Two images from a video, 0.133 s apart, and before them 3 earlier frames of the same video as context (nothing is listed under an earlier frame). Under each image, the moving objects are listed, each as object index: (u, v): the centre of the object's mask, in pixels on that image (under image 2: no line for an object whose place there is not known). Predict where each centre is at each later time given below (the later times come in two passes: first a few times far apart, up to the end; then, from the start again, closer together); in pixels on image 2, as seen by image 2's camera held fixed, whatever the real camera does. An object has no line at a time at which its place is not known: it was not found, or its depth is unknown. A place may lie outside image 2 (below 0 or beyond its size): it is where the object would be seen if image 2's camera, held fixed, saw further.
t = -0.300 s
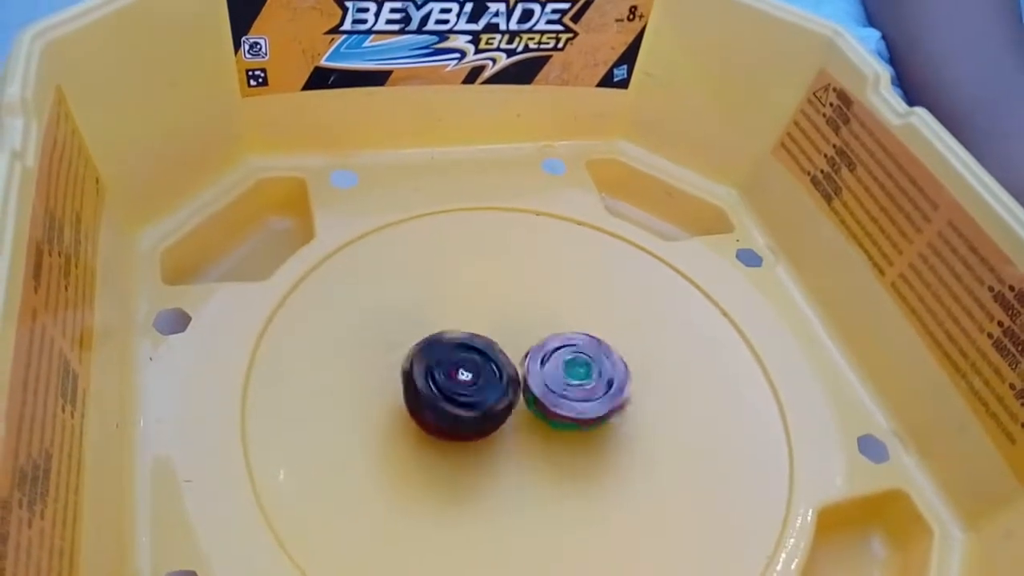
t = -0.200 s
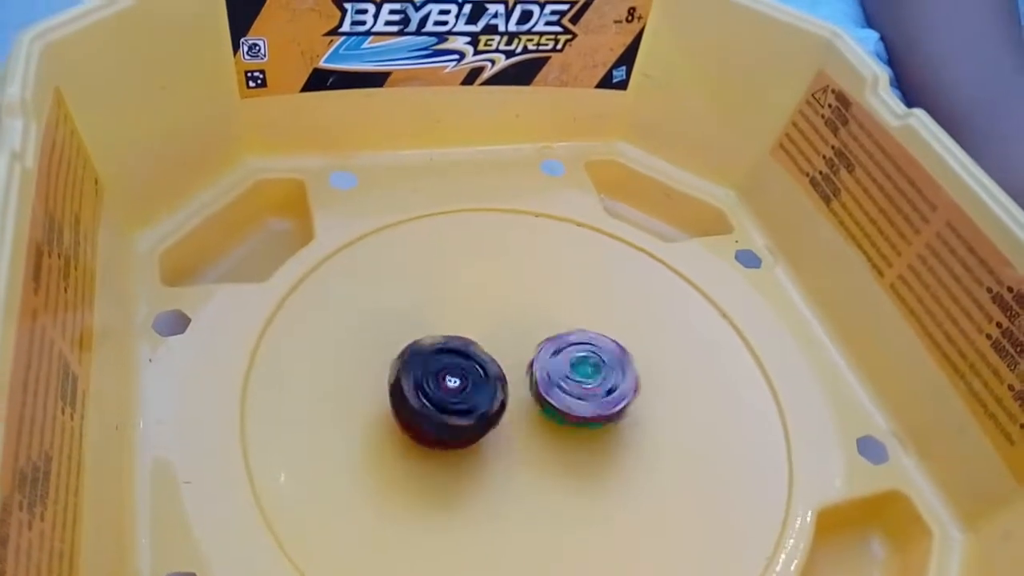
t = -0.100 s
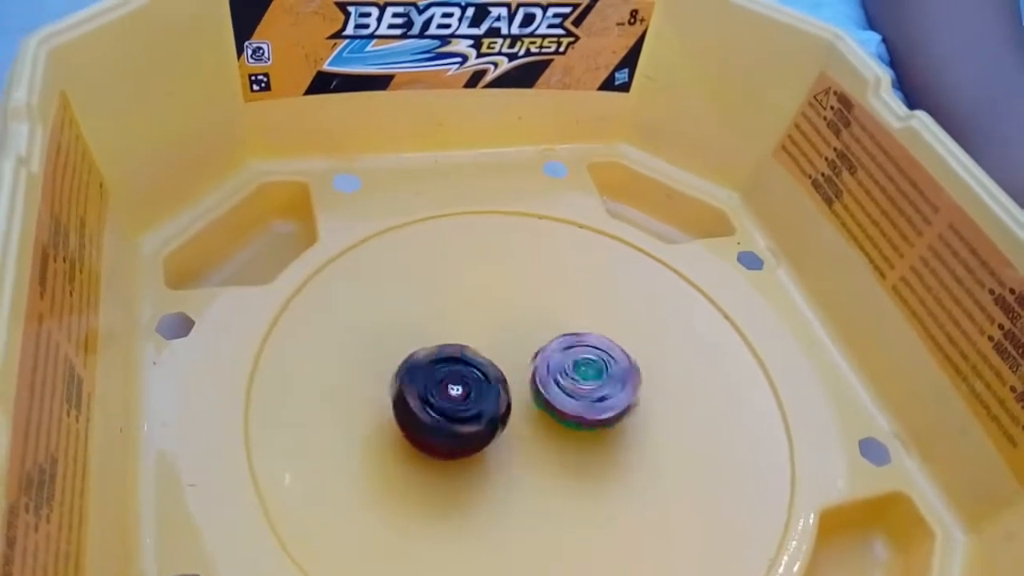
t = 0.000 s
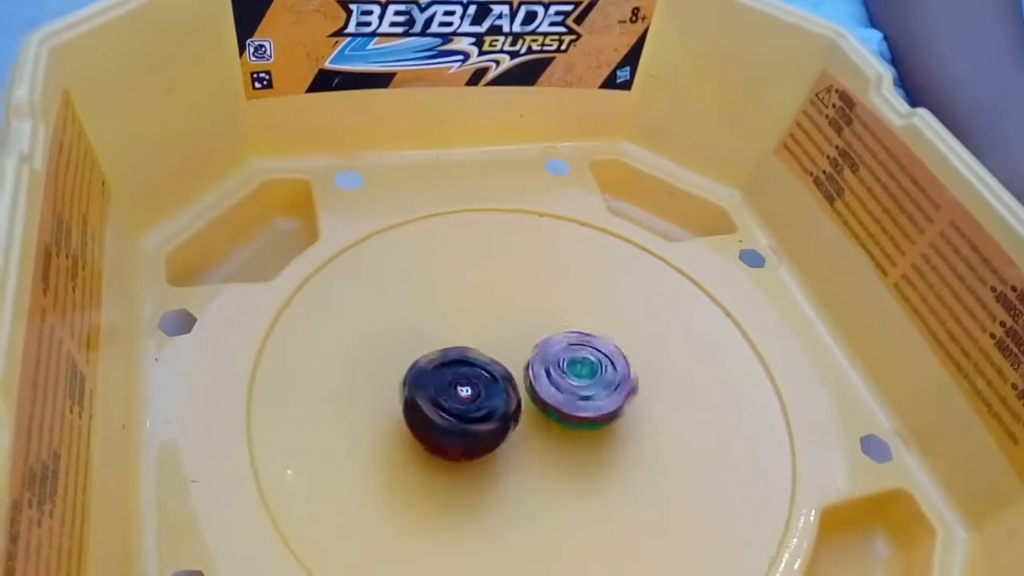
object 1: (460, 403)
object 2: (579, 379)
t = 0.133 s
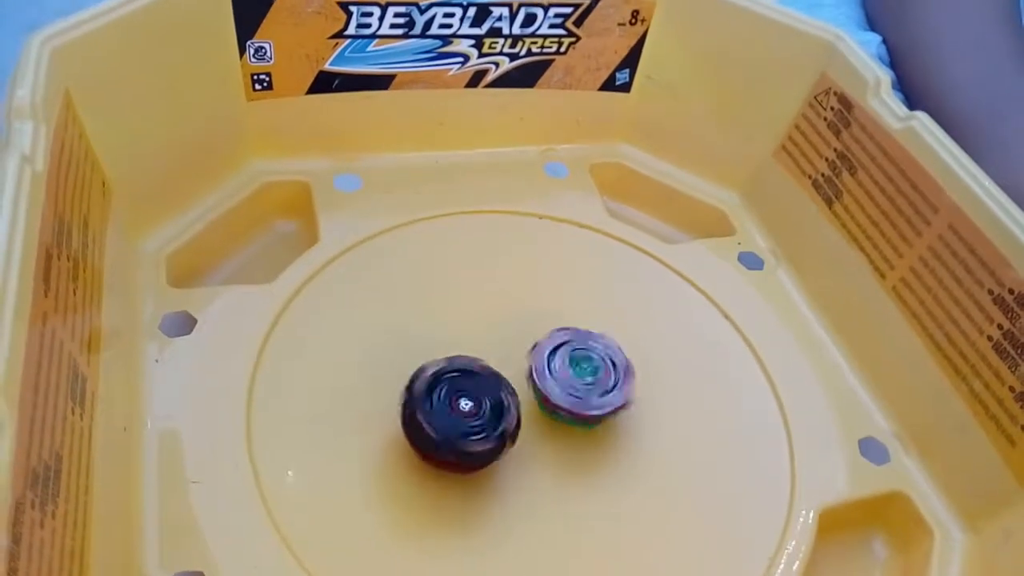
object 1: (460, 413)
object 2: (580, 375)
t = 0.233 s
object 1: (450, 419)
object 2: (587, 369)
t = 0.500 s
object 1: (475, 428)
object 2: (582, 368)
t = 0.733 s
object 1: (485, 428)
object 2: (569, 359)
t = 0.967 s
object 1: (481, 428)
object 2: (561, 340)
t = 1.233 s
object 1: (493, 419)
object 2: (559, 340)
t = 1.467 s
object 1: (488, 427)
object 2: (550, 340)
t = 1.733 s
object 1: (492, 452)
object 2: (539, 335)
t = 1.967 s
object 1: (509, 454)
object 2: (537, 326)
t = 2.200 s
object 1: (526, 441)
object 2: (538, 332)
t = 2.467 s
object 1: (518, 429)
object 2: (527, 332)
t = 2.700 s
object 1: (514, 440)
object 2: (520, 334)
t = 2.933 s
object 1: (528, 455)
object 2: (512, 335)
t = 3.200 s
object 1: (547, 440)
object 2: (501, 341)
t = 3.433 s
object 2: (491, 335)
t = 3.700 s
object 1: (562, 421)
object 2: (494, 334)
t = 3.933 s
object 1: (584, 428)
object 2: (489, 338)
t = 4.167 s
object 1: (585, 416)
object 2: (487, 349)
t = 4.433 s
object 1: (566, 414)
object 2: (473, 348)
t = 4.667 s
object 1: (569, 424)
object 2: (472, 352)
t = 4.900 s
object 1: (585, 425)
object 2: (471, 366)
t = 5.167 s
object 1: (576, 414)
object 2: (461, 369)
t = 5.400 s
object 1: (580, 410)
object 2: (457, 369)
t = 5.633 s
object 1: (589, 401)
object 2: (457, 362)
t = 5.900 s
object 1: (590, 406)
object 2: (453, 374)
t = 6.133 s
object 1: (581, 407)
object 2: (458, 387)
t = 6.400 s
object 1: (585, 404)
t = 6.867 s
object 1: (576, 387)
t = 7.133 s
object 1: (579, 384)
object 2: (462, 416)
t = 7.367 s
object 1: (576, 374)
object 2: (466, 413)
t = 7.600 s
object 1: (567, 374)
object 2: (457, 409)
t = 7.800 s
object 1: (558, 378)
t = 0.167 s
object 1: (454, 416)
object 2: (586, 372)
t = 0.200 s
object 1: (452, 417)
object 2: (587, 370)
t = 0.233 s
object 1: (450, 419)
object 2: (587, 369)
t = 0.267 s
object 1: (450, 421)
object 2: (590, 367)
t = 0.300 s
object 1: (452, 423)
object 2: (589, 365)
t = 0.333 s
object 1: (453, 426)
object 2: (588, 365)
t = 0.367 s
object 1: (456, 427)
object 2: (588, 365)
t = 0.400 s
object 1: (460, 428)
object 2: (587, 366)
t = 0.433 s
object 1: (464, 429)
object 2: (586, 367)
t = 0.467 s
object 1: (469, 429)
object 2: (584, 368)
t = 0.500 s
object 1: (475, 428)
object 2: (582, 368)
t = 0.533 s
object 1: (480, 426)
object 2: (579, 369)
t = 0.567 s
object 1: (486, 424)
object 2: (577, 369)
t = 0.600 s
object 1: (487, 427)
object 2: (575, 366)
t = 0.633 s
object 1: (489, 427)
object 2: (574, 366)
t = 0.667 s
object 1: (487, 427)
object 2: (572, 364)
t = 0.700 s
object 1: (485, 429)
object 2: (570, 361)
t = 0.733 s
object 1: (485, 428)
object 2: (569, 359)
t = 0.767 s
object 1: (485, 427)
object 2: (567, 357)
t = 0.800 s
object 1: (485, 426)
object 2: (563, 355)
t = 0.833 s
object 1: (488, 426)
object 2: (562, 354)
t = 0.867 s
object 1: (487, 424)
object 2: (560, 353)
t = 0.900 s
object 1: (484, 426)
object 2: (560, 350)
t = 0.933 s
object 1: (482, 429)
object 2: (562, 345)
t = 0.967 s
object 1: (481, 428)
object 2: (561, 340)
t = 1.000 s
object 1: (480, 428)
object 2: (561, 338)
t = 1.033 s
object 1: (481, 429)
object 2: (563, 337)
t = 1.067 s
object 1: (483, 428)
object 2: (562, 335)
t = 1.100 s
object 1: (484, 427)
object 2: (562, 335)
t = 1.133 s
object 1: (486, 425)
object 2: (562, 337)
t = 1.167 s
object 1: (489, 424)
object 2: (562, 338)
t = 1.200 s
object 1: (490, 422)
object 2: (560, 338)
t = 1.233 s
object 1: (493, 419)
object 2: (559, 340)
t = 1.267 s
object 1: (495, 415)
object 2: (558, 341)
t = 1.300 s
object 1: (495, 415)
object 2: (558, 341)
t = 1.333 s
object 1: (497, 416)
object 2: (557, 340)
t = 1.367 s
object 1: (494, 419)
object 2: (555, 338)
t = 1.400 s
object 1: (494, 423)
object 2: (554, 338)
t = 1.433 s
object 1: (490, 423)
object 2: (552, 339)
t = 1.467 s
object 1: (488, 427)
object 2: (550, 340)
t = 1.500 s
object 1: (487, 430)
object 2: (548, 340)
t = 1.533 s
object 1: (487, 431)
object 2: (545, 340)
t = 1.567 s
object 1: (487, 434)
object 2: (542, 342)
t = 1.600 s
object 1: (489, 435)
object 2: (541, 343)
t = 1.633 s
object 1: (491, 435)
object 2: (538, 345)
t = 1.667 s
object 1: (493, 436)
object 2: (534, 346)
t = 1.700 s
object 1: (492, 445)
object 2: (536, 341)
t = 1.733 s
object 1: (492, 452)
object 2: (539, 335)
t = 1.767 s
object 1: (491, 453)
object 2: (537, 332)
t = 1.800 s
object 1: (492, 456)
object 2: (537, 329)
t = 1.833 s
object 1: (495, 457)
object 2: (538, 326)
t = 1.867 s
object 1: (500, 457)
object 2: (538, 327)
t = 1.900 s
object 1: (502, 457)
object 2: (538, 326)
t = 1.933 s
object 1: (506, 456)
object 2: (536, 326)
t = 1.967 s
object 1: (509, 454)
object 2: (537, 326)
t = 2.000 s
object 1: (514, 452)
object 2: (536, 327)
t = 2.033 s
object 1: (518, 448)
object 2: (537, 329)
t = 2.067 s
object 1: (520, 444)
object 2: (537, 331)
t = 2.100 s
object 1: (524, 438)
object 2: (536, 335)
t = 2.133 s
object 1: (525, 432)
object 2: (535, 335)
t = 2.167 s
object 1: (527, 438)
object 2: (536, 332)
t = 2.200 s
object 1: (526, 441)
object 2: (538, 332)
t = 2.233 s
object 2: (534, 332)
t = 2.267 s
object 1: (524, 438)
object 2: (534, 331)
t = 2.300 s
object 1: (523, 437)
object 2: (533, 331)
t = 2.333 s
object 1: (523, 436)
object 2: (532, 332)
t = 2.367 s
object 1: (521, 431)
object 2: (529, 331)
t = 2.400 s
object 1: (519, 429)
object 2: (530, 332)
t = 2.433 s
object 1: (519, 431)
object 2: (529, 332)
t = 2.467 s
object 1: (518, 429)
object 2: (527, 332)
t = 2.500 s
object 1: (515, 434)
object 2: (525, 331)
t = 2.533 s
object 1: (516, 435)
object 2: (526, 332)
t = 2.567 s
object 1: (512, 436)
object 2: (524, 331)
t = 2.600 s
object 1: (512, 438)
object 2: (523, 332)
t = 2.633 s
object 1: (513, 439)
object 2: (523, 331)
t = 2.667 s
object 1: (513, 439)
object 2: (523, 334)
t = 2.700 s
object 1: (514, 440)
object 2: (520, 334)
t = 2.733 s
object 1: (515, 438)
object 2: (519, 337)
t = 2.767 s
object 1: (516, 437)
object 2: (519, 338)
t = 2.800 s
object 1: (520, 445)
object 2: (517, 335)
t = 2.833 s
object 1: (522, 450)
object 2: (518, 333)
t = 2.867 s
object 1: (522, 452)
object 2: (517, 336)
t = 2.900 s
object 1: (525, 454)
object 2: (513, 335)
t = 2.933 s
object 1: (528, 455)
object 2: (512, 335)
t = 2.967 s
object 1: (532, 455)
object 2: (512, 336)
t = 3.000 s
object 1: (533, 454)
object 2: (510, 339)
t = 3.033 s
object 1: (537, 453)
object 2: (507, 338)
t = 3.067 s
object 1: (539, 449)
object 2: (507, 340)
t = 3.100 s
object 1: (542, 446)
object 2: (506, 342)
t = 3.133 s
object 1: (543, 446)
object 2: (503, 342)
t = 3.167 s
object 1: (546, 444)
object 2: (501, 340)
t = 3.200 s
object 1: (547, 440)
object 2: (501, 341)
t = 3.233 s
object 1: (546, 437)
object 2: (498, 341)
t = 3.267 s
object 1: (548, 436)
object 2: (495, 339)
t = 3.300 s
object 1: (549, 432)
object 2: (495, 338)
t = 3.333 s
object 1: (552, 431)
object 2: (492, 336)
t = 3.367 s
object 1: (553, 429)
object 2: (490, 335)
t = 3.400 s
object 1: (553, 428)
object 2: (491, 334)
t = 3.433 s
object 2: (491, 335)
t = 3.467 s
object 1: (556, 424)
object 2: (491, 334)
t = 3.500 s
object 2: (490, 333)
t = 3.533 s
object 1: (561, 426)
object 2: (490, 330)
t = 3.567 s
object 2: (491, 331)
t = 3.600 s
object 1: (561, 424)
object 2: (491, 332)
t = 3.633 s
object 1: (561, 424)
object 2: (490, 333)
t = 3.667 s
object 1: (561, 422)
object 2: (493, 333)
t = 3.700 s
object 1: (562, 421)
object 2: (494, 334)
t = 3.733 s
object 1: (564, 421)
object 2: (494, 333)
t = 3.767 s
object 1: (567, 422)
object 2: (493, 334)
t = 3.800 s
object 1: (569, 423)
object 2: (493, 335)
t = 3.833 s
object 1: (571, 424)
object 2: (494, 338)
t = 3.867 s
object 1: (578, 429)
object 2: (488, 336)
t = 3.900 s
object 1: (582, 429)
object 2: (489, 336)
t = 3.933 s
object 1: (584, 428)
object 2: (489, 338)
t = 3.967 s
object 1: (586, 430)
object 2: (489, 339)
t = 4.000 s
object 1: (590, 429)
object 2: (487, 340)
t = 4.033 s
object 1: (590, 426)
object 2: (488, 340)
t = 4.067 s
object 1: (590, 423)
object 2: (489, 343)
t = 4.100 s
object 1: (588, 422)
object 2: (488, 345)
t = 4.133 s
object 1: (588, 419)
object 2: (489, 348)
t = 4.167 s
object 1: (585, 416)
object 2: (487, 349)
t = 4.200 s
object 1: (586, 417)
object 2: (483, 348)
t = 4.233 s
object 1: (584, 416)
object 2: (483, 348)
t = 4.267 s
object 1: (583, 414)
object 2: (484, 350)
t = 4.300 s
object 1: (578, 413)
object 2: (480, 349)
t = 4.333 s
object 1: (575, 414)
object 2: (476, 347)
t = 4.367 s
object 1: (572, 413)
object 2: (476, 346)
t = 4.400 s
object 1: (568, 414)
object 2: (476, 347)
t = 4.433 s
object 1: (566, 414)
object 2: (473, 348)
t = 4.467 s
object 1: (566, 415)
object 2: (470, 349)
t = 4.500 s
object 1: (565, 416)
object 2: (470, 347)
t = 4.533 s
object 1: (564, 417)
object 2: (473, 349)
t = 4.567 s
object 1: (565, 420)
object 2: (473, 350)
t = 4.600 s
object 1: (568, 421)
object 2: (470, 351)
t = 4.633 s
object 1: (567, 423)
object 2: (470, 351)
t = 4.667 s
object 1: (569, 424)
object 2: (472, 352)
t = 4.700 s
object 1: (569, 425)
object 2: (474, 356)
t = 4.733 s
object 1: (573, 426)
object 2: (472, 358)
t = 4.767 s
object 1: (579, 426)
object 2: (468, 357)
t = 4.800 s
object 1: (581, 426)
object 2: (470, 357)
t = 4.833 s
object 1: (581, 426)
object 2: (473, 360)
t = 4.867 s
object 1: (582, 427)
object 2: (471, 364)
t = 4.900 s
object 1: (585, 425)
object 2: (471, 366)
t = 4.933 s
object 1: (584, 422)
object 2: (470, 368)
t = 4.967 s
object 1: (582, 419)
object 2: (474, 369)
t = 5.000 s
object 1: (586, 420)
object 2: (469, 368)
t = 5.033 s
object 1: (586, 418)
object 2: (466, 368)
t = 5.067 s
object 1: (584, 415)
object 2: (466, 369)
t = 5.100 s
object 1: (580, 414)
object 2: (466, 371)
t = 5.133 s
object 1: (578, 415)
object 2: (463, 370)
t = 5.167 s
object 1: (576, 414)
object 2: (461, 369)
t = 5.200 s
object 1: (573, 413)
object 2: (461, 368)
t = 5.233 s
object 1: (572, 411)
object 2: (461, 370)
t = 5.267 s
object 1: (571, 408)
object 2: (461, 372)
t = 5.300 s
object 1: (575, 409)
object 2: (458, 370)
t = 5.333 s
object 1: (576, 408)
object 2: (457, 370)
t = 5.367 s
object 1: (574, 408)
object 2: (458, 369)
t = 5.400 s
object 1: (580, 410)
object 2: (457, 369)
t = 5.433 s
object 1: (592, 412)
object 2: (451, 367)
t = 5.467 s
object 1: (595, 411)
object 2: (449, 365)
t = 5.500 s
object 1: (594, 407)
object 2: (451, 363)
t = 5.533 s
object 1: (591, 406)
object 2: (452, 366)
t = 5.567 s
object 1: (590, 407)
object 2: (452, 365)
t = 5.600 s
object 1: (592, 405)
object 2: (453, 363)
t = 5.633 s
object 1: (589, 401)
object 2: (457, 362)
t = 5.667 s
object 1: (585, 399)
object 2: (463, 365)
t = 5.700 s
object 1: (582, 400)
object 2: (465, 368)
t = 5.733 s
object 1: (592, 402)
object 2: (453, 364)
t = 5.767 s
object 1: (595, 400)
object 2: (451, 362)
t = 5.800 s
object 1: (593, 399)
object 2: (455, 363)
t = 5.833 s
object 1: (588, 401)
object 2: (460, 368)
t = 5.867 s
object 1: (587, 404)
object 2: (457, 371)
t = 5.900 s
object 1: (590, 406)
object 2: (453, 374)
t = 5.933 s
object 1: (591, 406)
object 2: (453, 373)
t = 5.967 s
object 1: (589, 404)
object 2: (456, 373)
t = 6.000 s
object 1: (583, 402)
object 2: (459, 377)
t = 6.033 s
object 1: (580, 406)
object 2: (461, 382)
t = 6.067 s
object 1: (582, 408)
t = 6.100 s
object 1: (584, 408)
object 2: (454, 385)
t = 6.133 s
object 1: (581, 407)
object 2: (458, 387)
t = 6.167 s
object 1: (580, 407)
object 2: (460, 389)
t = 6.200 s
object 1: (587, 407)
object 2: (454, 391)
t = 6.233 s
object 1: (589, 405)
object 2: (453, 392)
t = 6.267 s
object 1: (587, 403)
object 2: (452, 391)
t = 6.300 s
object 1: (583, 404)
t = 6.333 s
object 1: (582, 404)
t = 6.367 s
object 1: (583, 406)
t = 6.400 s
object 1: (585, 404)
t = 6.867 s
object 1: (576, 387)
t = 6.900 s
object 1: (574, 388)
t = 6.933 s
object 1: (571, 387)
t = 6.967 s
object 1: (571, 388)
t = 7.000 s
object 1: (571, 389)
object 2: (460, 408)
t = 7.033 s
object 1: (572, 389)
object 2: (461, 408)
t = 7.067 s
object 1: (571, 388)
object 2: (467, 409)
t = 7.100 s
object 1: (574, 387)
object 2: (467, 412)
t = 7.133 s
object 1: (579, 384)
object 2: (462, 416)
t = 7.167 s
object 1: (584, 382)
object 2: (459, 415)
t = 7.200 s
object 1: (585, 380)
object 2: (458, 414)
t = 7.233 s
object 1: (584, 378)
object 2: (461, 413)
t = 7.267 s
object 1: (584, 376)
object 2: (464, 412)
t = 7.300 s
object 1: (583, 374)
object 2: (467, 415)
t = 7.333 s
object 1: (580, 373)
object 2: (466, 414)
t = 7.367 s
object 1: (576, 374)
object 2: (466, 413)
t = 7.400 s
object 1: (572, 373)
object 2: (468, 410)
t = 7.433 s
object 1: (570, 372)
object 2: (468, 410)
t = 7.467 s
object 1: (568, 372)
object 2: (464, 410)
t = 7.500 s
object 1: (564, 372)
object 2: (462, 409)
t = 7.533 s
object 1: (563, 373)
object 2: (463, 407)
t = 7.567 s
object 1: (566, 374)
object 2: (458, 408)
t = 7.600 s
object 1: (567, 374)
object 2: (457, 409)
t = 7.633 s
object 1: (568, 376)
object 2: (455, 410)
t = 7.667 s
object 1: (567, 378)
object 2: (455, 412)
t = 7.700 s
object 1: (564, 378)
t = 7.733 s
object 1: (559, 380)
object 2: (459, 414)
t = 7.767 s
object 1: (558, 379)
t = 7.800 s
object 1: (558, 378)
